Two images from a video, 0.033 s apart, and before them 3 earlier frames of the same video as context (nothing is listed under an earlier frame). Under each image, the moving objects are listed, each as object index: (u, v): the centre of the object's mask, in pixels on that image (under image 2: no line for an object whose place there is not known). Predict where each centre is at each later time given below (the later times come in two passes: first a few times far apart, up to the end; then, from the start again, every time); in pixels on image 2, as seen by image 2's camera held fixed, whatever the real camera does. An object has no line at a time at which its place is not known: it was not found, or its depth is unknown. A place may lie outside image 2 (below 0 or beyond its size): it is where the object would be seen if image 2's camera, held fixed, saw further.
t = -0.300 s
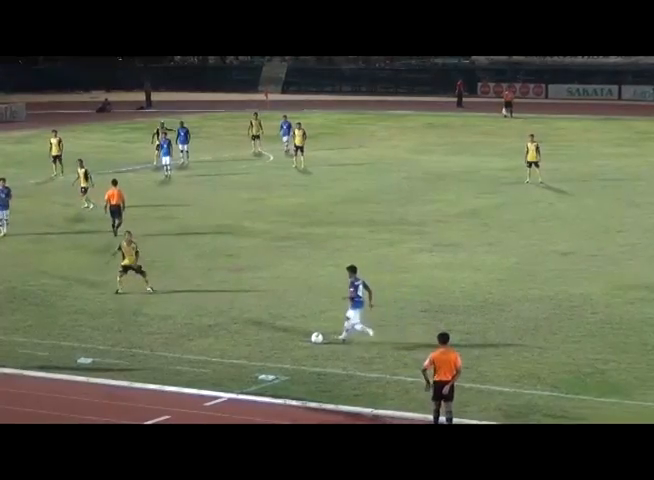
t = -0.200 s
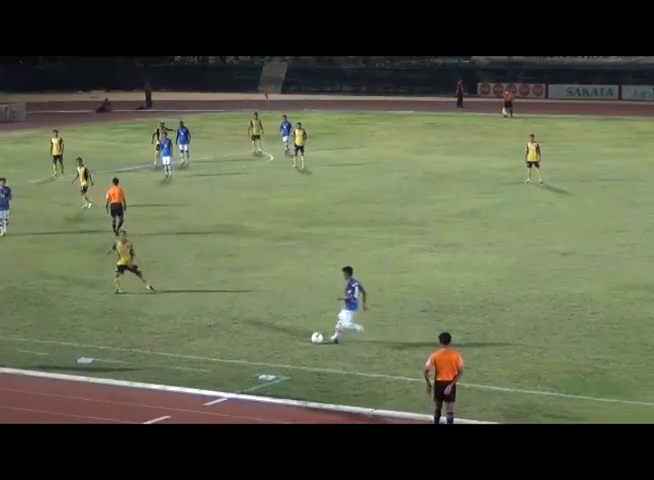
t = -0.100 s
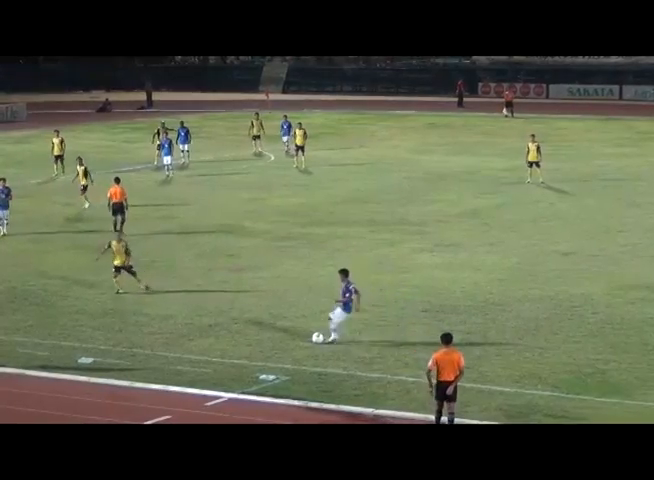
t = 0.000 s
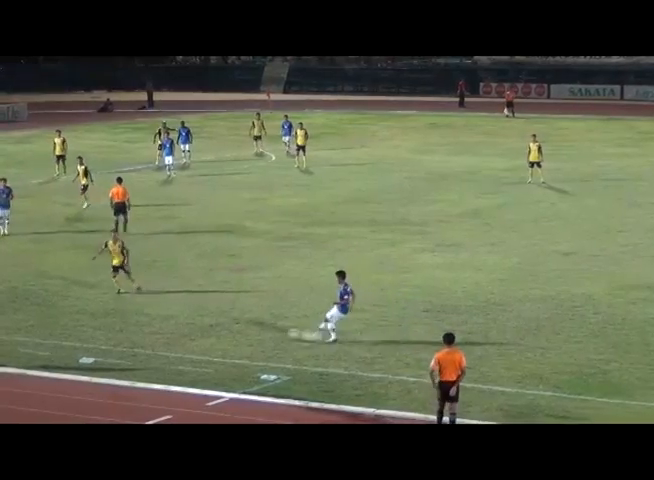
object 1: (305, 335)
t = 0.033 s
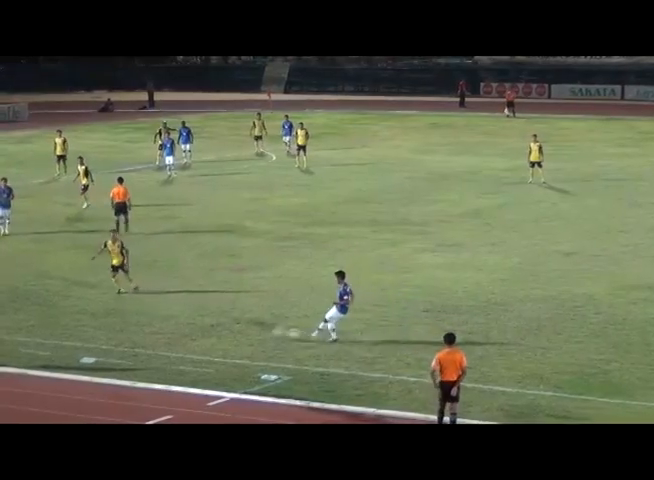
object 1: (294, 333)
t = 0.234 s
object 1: (208, 322)
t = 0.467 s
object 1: (111, 317)
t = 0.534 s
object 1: (86, 318)
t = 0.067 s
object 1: (279, 331)
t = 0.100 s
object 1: (265, 329)
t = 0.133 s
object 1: (250, 327)
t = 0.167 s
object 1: (236, 325)
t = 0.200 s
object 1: (221, 324)
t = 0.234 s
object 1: (208, 322)
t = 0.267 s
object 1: (194, 322)
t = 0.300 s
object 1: (179, 320)
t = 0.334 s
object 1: (166, 319)
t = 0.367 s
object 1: (151, 319)
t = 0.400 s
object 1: (138, 318)
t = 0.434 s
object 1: (125, 318)
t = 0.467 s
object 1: (111, 317)
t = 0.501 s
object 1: (99, 318)
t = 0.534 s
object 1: (86, 318)
